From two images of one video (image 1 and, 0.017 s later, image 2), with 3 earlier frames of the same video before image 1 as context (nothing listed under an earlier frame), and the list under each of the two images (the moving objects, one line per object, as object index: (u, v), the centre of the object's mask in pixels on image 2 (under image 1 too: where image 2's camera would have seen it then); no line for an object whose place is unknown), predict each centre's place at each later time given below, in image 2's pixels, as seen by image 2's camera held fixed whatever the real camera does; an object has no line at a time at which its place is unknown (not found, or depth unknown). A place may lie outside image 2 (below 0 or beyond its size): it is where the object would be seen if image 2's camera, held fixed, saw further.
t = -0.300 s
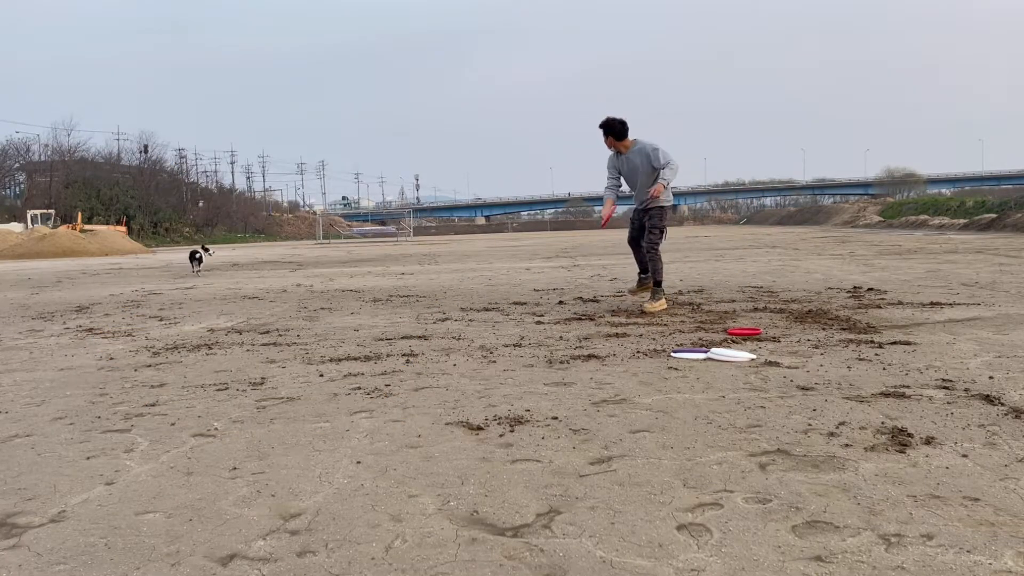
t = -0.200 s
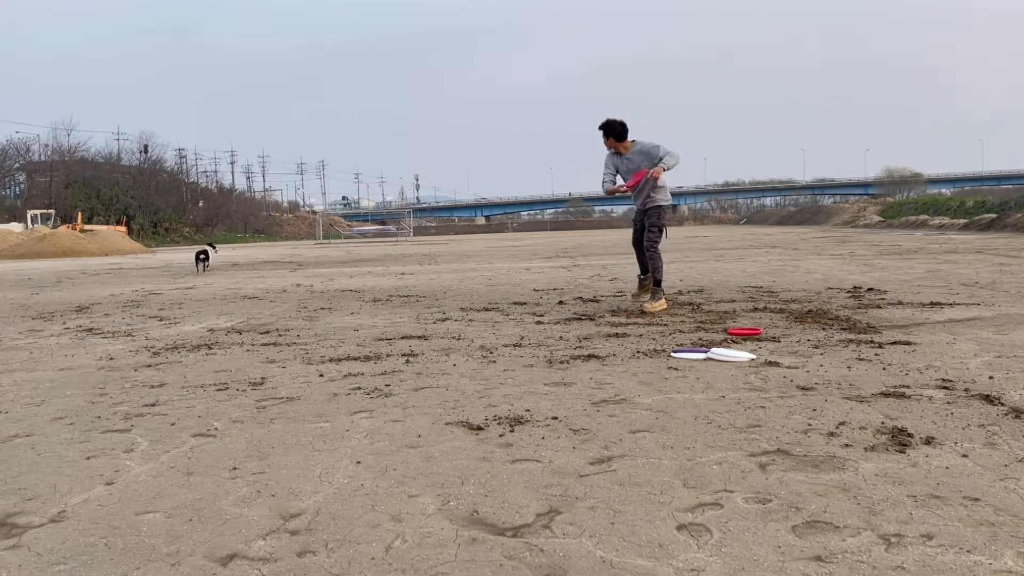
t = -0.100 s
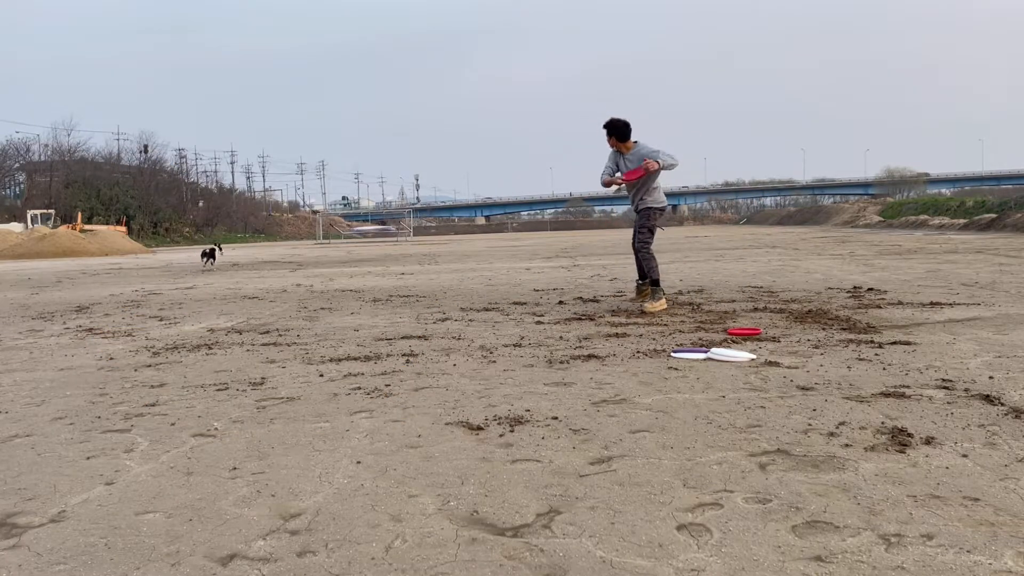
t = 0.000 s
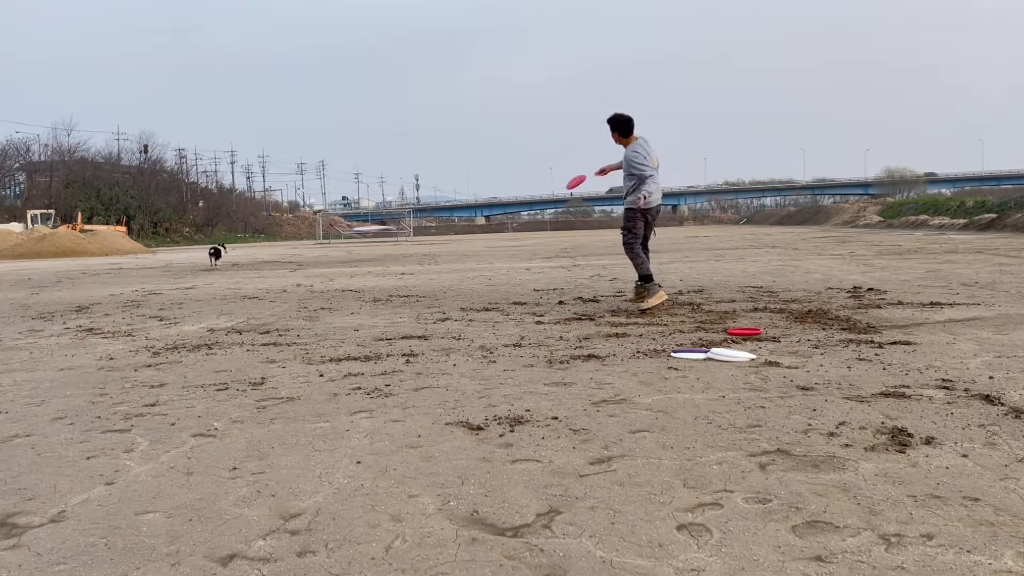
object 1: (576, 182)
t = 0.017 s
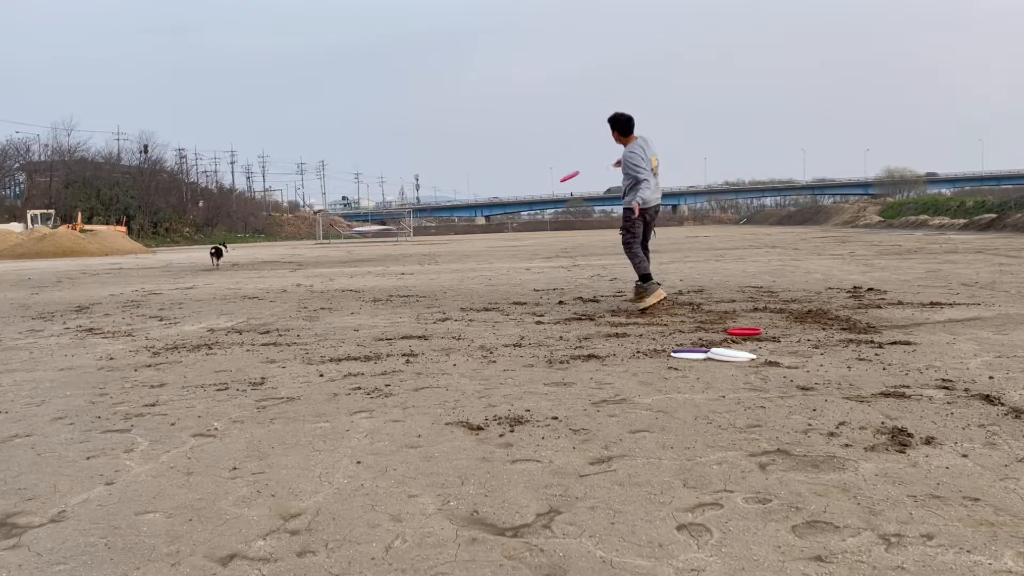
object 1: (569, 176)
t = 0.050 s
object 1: (558, 167)
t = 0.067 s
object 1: (552, 163)
